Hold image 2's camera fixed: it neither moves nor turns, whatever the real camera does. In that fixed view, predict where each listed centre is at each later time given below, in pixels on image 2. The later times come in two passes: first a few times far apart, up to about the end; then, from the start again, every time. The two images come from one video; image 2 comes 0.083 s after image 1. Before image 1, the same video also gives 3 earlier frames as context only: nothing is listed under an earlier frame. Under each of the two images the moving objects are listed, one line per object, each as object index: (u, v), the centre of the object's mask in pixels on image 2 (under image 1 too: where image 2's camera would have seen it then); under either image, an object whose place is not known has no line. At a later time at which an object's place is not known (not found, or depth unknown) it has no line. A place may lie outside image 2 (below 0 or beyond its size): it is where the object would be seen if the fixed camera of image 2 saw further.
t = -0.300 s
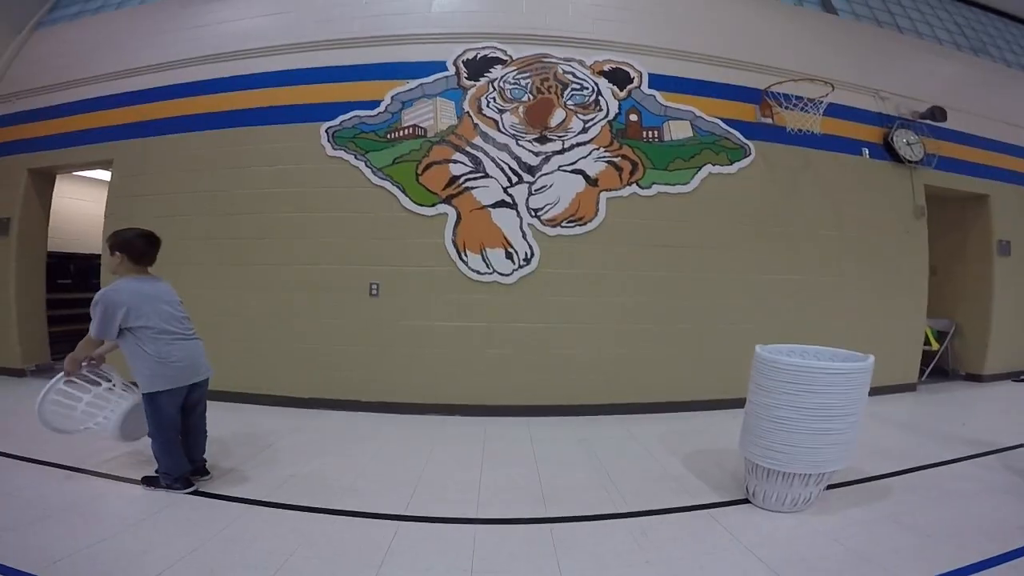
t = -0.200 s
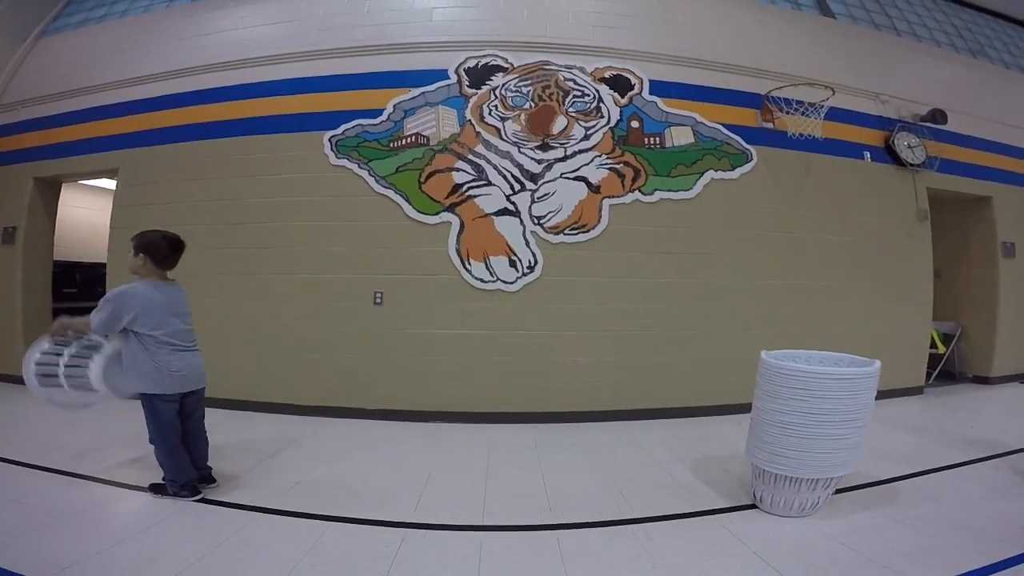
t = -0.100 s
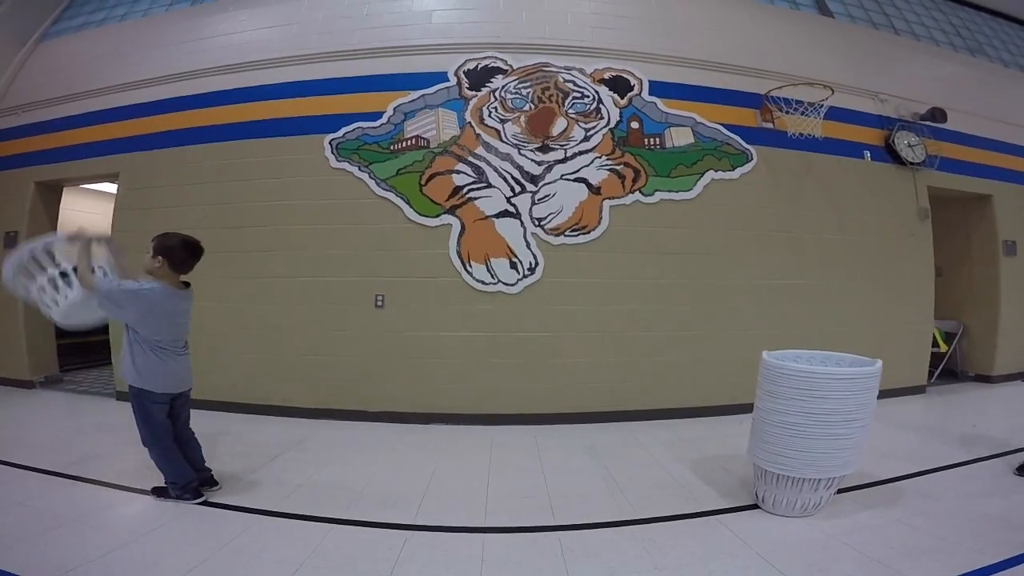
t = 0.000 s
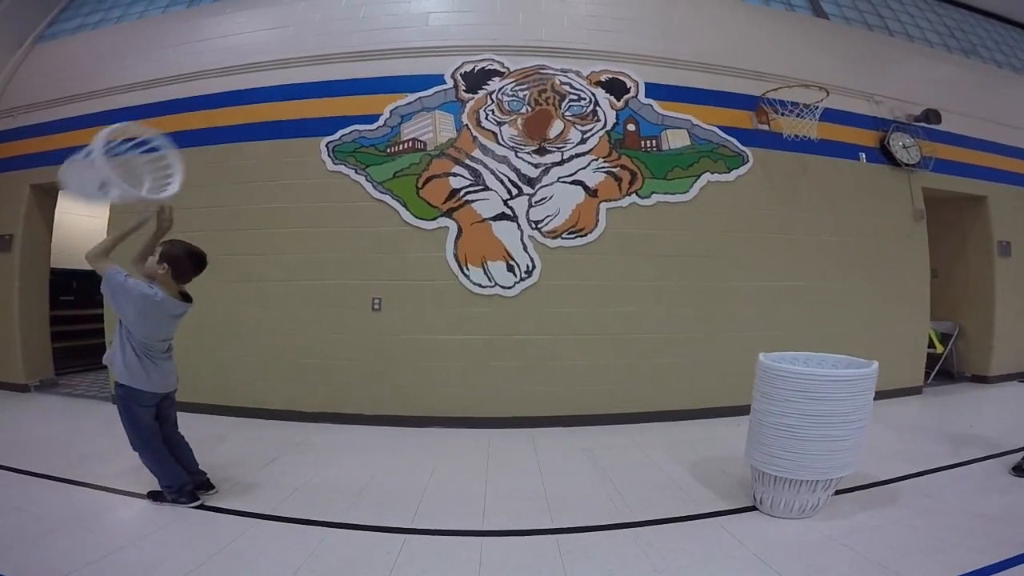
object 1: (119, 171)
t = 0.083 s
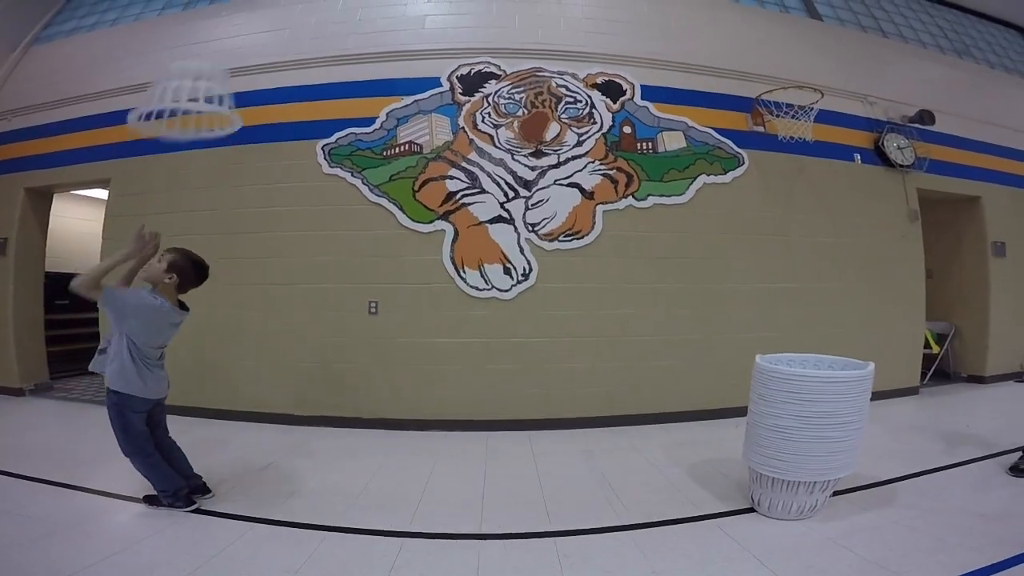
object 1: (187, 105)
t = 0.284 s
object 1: (364, 11)
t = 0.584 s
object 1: (546, 6)
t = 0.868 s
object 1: (709, 128)
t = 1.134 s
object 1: (822, 353)
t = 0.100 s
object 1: (203, 90)
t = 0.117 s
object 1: (221, 77)
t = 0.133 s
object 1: (231, 68)
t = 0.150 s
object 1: (243, 57)
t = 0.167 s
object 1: (257, 46)
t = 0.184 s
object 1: (270, 37)
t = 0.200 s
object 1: (286, 28)
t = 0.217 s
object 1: (305, 23)
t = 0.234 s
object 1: (319, 19)
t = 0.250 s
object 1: (335, 17)
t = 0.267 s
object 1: (349, 14)
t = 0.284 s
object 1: (364, 11)
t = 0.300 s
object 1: (376, 7)
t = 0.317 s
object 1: (386, 6)
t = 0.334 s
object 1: (396, 5)
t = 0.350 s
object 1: (410, 5)
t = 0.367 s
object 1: (424, 5)
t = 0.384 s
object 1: (436, 5)
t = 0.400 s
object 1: (445, 6)
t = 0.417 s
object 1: (451, 6)
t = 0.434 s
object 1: (457, 5)
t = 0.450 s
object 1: (464, 5)
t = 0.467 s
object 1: (471, 5)
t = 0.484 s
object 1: (481, 4)
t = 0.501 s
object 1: (494, 3)
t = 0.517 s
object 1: (507, 3)
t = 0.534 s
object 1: (516, 3)
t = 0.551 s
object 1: (523, 3)
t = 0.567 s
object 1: (534, 4)
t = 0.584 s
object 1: (546, 6)
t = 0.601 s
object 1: (557, 9)
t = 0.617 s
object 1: (564, 12)
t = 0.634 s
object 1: (573, 15)
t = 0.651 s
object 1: (579, 20)
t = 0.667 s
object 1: (582, 33)
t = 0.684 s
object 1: (610, 23)
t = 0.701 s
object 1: (620, 28)
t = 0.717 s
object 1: (629, 33)
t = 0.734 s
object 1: (638, 42)
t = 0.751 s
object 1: (646, 51)
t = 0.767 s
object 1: (653, 59)
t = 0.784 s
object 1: (661, 69)
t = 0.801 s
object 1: (673, 79)
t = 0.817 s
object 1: (683, 90)
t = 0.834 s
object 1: (693, 104)
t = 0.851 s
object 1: (701, 116)
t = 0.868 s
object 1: (709, 128)
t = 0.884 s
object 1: (716, 141)
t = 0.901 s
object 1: (723, 154)
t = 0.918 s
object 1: (730, 166)
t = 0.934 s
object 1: (738, 178)
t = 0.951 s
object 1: (746, 192)
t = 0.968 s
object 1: (755, 205)
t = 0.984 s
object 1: (766, 221)
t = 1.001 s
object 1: (775, 236)
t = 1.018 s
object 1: (786, 252)
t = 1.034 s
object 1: (796, 269)
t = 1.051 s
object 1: (806, 287)
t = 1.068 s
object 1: (815, 307)
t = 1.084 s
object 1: (822, 322)
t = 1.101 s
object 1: (830, 336)
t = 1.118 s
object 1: (830, 348)
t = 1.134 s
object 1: (822, 353)
